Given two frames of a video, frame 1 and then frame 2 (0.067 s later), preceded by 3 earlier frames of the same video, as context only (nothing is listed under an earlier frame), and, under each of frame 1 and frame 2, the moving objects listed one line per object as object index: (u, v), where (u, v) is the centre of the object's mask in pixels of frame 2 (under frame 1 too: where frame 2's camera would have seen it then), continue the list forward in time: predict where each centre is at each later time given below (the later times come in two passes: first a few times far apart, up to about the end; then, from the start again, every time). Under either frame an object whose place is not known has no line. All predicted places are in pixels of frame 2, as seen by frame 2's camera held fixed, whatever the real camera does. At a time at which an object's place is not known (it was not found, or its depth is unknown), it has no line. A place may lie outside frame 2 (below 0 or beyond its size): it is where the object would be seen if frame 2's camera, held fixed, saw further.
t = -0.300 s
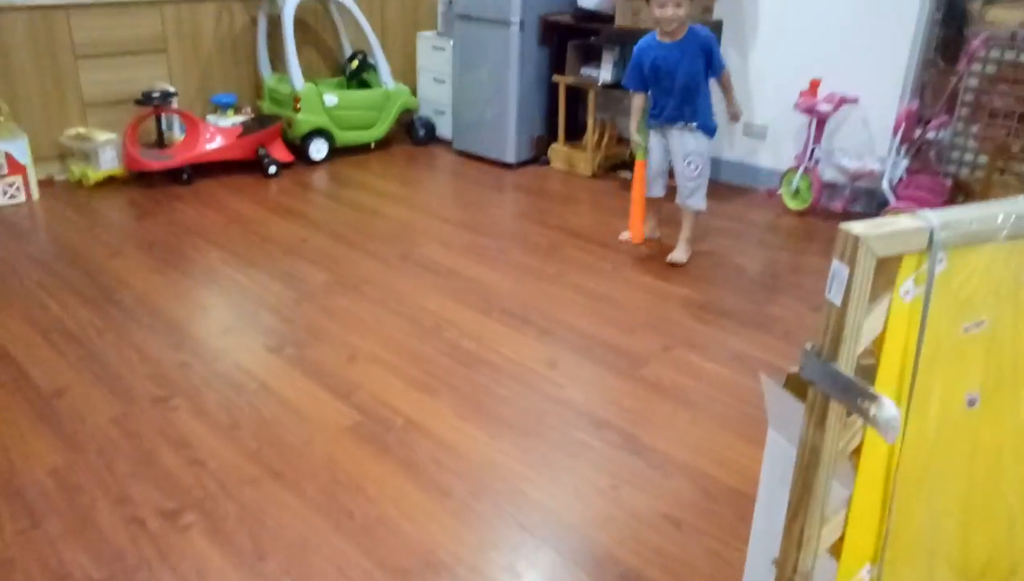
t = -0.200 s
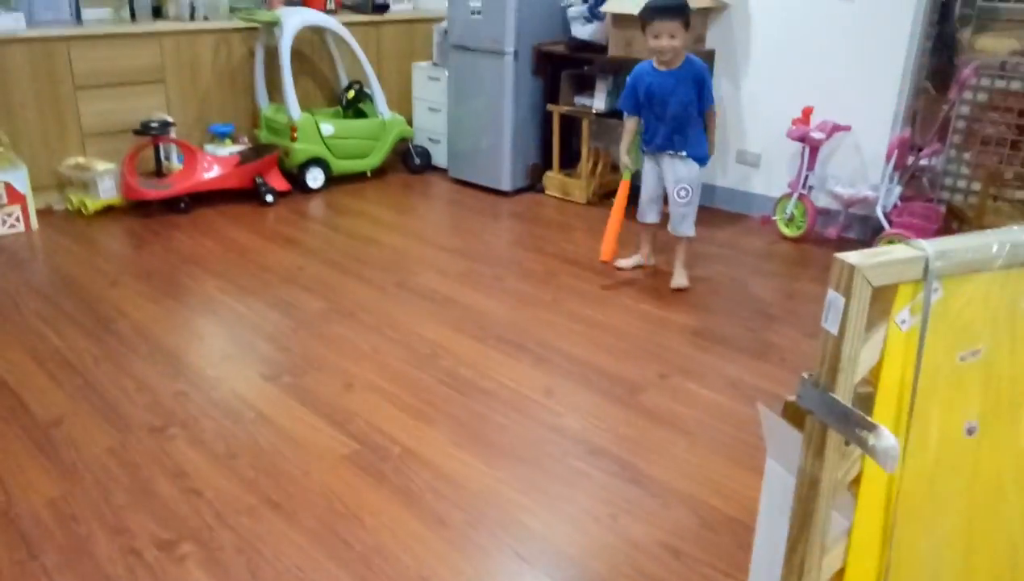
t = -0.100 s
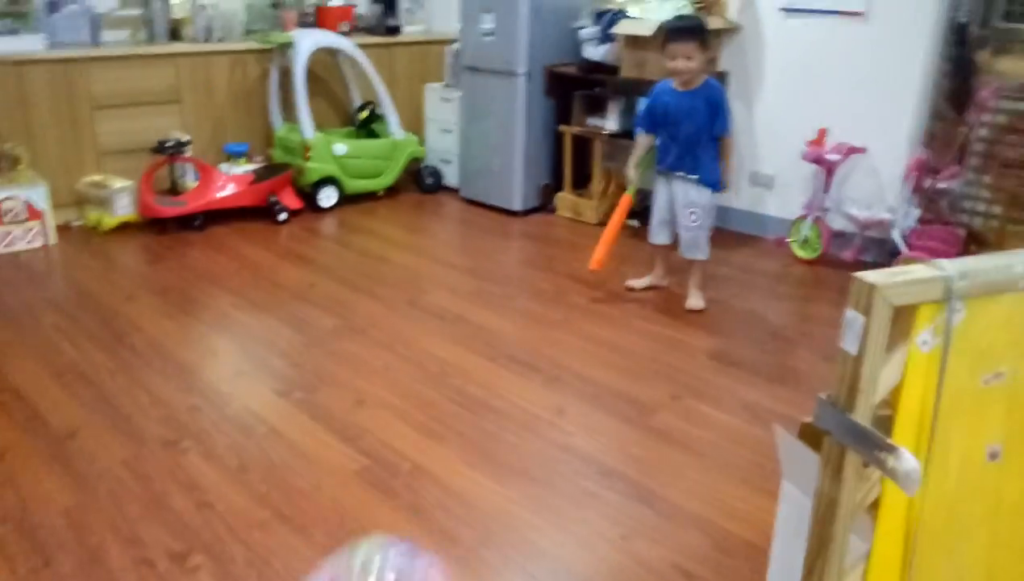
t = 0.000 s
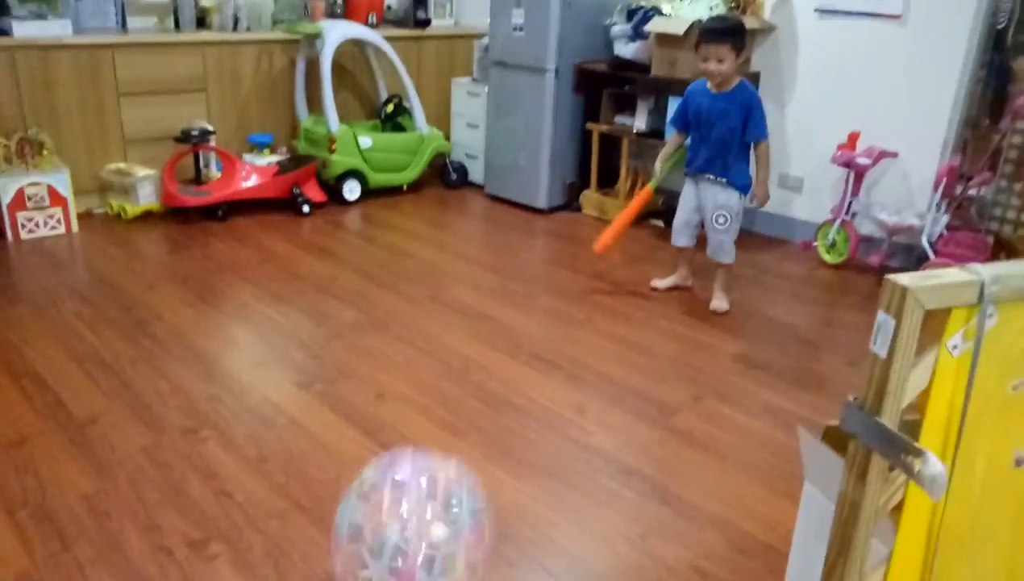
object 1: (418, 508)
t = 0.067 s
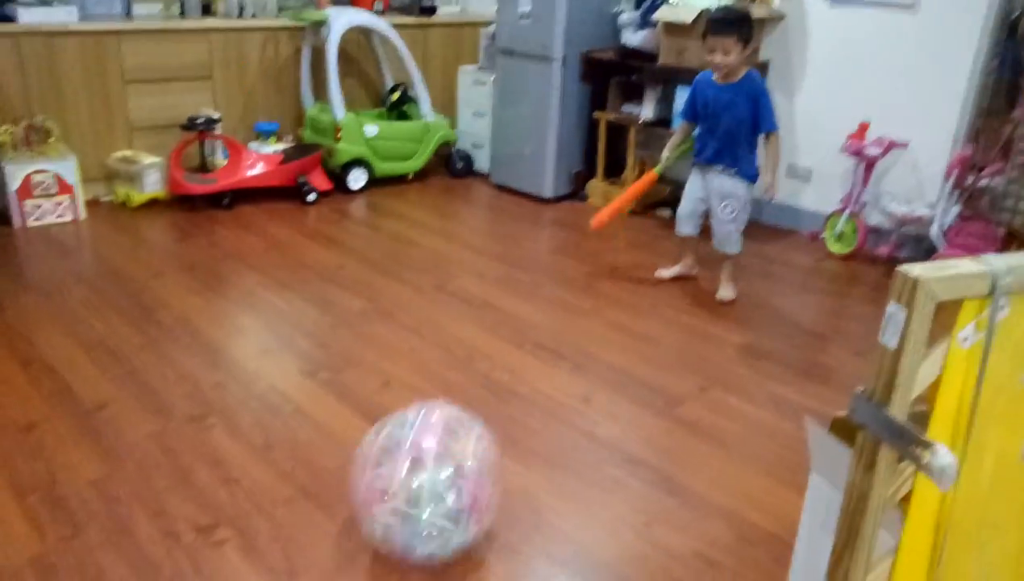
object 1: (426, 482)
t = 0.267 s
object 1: (443, 388)
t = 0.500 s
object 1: (454, 318)
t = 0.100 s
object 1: (429, 465)
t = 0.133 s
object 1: (434, 449)
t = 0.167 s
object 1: (437, 427)
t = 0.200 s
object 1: (438, 410)
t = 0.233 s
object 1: (440, 398)
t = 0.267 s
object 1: (443, 388)
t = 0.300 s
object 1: (444, 380)
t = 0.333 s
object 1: (446, 370)
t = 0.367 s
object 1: (448, 357)
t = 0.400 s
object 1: (450, 344)
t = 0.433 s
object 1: (451, 334)
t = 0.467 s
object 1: (453, 325)
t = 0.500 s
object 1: (454, 318)
